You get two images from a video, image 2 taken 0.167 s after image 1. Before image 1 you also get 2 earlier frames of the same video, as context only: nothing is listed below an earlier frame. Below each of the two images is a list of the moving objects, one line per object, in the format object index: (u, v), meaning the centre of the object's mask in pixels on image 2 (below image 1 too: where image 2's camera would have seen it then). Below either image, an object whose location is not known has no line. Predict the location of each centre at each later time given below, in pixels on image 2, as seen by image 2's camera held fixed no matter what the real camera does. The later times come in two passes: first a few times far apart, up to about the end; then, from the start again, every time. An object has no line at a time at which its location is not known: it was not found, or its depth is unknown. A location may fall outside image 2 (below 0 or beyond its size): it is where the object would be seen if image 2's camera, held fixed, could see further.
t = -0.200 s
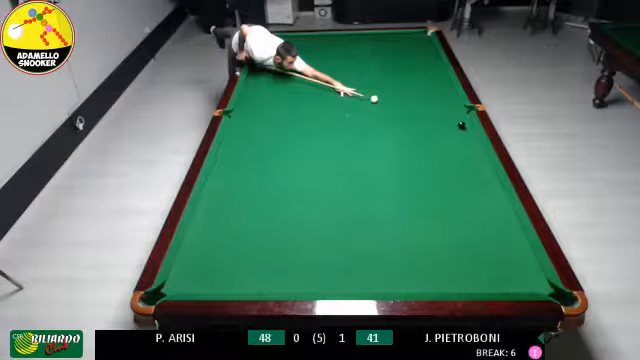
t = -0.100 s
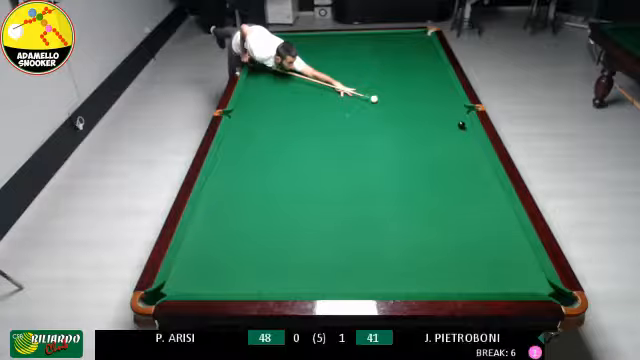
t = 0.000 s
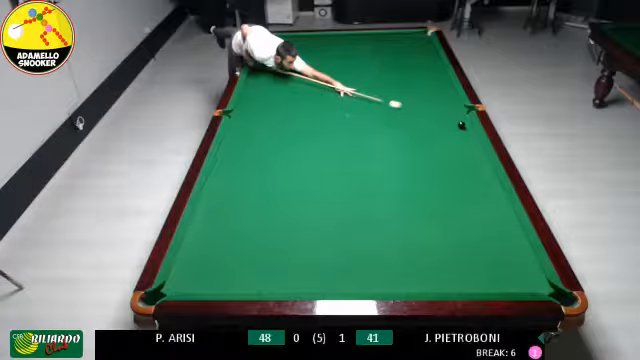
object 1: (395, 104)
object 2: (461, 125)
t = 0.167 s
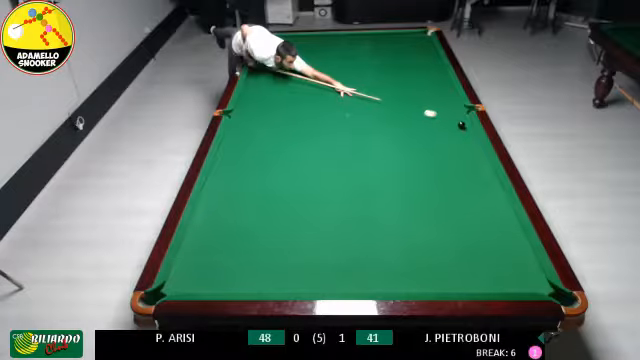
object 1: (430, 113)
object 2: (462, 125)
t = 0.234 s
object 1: (443, 117)
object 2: (461, 125)
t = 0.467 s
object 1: (461, 120)
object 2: (472, 136)
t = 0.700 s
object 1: (445, 120)
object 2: (467, 147)
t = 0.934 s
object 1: (429, 121)
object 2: (462, 158)
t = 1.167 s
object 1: (415, 122)
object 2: (457, 170)
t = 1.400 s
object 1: (400, 122)
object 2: (452, 182)
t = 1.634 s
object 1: (388, 122)
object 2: (446, 194)
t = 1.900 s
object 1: (373, 124)
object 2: (439, 208)
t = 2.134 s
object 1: (362, 124)
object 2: (434, 221)
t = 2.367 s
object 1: (351, 124)
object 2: (428, 233)
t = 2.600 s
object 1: (341, 125)
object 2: (422, 245)
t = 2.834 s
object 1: (332, 125)
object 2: (416, 259)
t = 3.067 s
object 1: (323, 126)
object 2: (410, 270)
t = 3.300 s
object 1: (315, 126)
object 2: (404, 281)
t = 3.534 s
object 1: (308, 126)
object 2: (398, 287)
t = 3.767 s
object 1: (302, 127)
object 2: (392, 283)
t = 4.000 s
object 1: (297, 127)
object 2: (387, 277)
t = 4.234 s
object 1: (292, 127)
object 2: (383, 272)
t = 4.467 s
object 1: (288, 127)
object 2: (379, 268)
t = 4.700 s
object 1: (284, 128)
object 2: (376, 266)
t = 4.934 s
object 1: (282, 128)
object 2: (373, 263)
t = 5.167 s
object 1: (281, 128)
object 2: (371, 262)
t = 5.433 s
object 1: (279, 128)
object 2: (371, 261)
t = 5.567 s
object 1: (279, 129)
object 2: (371, 261)
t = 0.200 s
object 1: (436, 115)
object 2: (461, 125)
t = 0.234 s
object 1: (443, 117)
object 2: (461, 125)
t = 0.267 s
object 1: (450, 119)
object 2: (461, 125)
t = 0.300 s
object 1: (456, 121)
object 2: (462, 126)
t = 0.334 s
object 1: (460, 120)
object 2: (465, 129)
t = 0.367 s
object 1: (463, 120)
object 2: (470, 131)
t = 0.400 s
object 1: (466, 120)
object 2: (473, 133)
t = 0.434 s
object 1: (464, 120)
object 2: (473, 135)
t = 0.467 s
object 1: (461, 120)
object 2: (472, 136)
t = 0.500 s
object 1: (459, 120)
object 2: (471, 138)
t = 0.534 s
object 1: (457, 120)
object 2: (470, 140)
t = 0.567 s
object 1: (454, 120)
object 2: (470, 141)
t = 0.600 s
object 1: (452, 120)
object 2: (469, 143)
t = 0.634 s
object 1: (449, 120)
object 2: (468, 144)
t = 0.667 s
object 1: (447, 120)
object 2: (468, 146)
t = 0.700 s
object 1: (445, 120)
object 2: (467, 147)
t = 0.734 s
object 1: (442, 120)
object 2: (466, 149)
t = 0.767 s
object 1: (440, 120)
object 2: (466, 150)
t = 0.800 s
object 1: (438, 120)
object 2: (465, 152)
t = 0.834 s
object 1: (436, 120)
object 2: (464, 154)
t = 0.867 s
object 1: (434, 121)
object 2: (464, 155)
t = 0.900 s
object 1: (432, 121)
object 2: (463, 157)
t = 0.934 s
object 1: (429, 121)
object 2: (462, 158)
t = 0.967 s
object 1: (427, 121)
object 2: (462, 160)
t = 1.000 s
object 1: (425, 121)
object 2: (461, 161)
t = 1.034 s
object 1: (423, 121)
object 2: (460, 164)
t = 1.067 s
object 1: (421, 121)
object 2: (459, 165)
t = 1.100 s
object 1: (419, 122)
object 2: (459, 167)
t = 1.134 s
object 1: (417, 122)
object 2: (458, 169)
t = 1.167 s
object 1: (415, 122)
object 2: (457, 170)
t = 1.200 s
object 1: (413, 122)
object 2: (456, 172)
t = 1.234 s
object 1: (411, 122)
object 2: (456, 174)
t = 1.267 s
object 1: (409, 122)
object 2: (455, 175)
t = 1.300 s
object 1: (406, 122)
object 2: (454, 177)
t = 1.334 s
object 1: (405, 122)
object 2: (453, 179)
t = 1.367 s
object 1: (402, 122)
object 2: (453, 180)
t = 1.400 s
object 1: (400, 122)
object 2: (452, 182)
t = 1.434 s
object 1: (398, 122)
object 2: (451, 184)
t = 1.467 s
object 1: (397, 122)
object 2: (450, 185)
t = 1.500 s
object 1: (395, 122)
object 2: (449, 186)
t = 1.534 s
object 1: (393, 122)
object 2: (448, 188)
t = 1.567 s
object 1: (391, 123)
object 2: (448, 190)
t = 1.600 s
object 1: (389, 122)
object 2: (446, 191)
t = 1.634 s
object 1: (388, 122)
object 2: (446, 194)
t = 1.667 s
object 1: (385, 123)
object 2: (445, 196)
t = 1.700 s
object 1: (384, 123)
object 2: (444, 197)
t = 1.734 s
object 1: (382, 123)
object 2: (444, 199)
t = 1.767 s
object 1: (380, 123)
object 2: (443, 200)
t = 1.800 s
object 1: (378, 123)
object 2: (442, 202)
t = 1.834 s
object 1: (376, 123)
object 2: (441, 205)
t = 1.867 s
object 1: (375, 123)
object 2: (440, 206)
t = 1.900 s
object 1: (373, 124)
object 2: (439, 208)
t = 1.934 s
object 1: (371, 123)
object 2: (439, 210)
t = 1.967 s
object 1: (370, 123)
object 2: (438, 212)
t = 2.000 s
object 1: (368, 123)
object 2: (437, 213)
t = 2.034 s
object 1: (366, 124)
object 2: (436, 215)
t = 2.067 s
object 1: (365, 124)
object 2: (435, 217)
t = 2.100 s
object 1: (363, 123)
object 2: (434, 219)
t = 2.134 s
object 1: (362, 124)
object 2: (434, 221)
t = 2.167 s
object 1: (360, 124)
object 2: (433, 222)
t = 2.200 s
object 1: (359, 124)
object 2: (432, 224)
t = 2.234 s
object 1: (357, 124)
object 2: (431, 226)
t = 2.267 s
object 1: (356, 124)
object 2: (430, 228)
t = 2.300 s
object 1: (354, 124)
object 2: (429, 229)
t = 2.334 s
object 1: (353, 124)
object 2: (429, 231)
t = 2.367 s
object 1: (351, 124)
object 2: (428, 233)
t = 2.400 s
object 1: (349, 125)
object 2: (427, 235)
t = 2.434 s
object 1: (348, 124)
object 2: (426, 236)
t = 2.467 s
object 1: (346, 125)
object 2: (425, 238)
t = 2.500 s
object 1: (345, 125)
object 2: (425, 240)
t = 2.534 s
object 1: (344, 125)
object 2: (423, 242)
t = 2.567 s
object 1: (342, 125)
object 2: (423, 244)
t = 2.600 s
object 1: (341, 125)
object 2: (422, 245)
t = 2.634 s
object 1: (339, 125)
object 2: (421, 247)
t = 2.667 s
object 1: (338, 125)
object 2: (420, 249)
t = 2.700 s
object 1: (337, 125)
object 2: (420, 251)
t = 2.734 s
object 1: (336, 125)
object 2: (419, 253)
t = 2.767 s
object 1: (334, 125)
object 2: (418, 254)
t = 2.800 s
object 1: (333, 125)
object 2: (417, 257)
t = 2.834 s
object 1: (332, 125)
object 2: (416, 259)
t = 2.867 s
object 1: (330, 125)
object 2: (415, 260)
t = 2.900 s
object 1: (329, 125)
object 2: (414, 261)
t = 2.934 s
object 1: (328, 125)
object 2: (413, 263)
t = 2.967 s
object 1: (326, 125)
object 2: (413, 265)
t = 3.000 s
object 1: (325, 126)
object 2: (412, 267)
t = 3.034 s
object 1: (324, 126)
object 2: (411, 269)
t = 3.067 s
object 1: (323, 126)
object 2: (410, 270)
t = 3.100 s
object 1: (322, 126)
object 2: (409, 272)
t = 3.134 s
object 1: (321, 126)
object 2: (409, 274)
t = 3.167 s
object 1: (320, 126)
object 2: (408, 276)
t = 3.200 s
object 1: (319, 126)
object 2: (407, 277)
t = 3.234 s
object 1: (317, 126)
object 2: (406, 279)
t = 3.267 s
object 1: (316, 126)
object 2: (405, 281)
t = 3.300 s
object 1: (315, 126)
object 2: (404, 281)
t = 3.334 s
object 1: (314, 126)
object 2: (403, 284)
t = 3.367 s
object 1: (313, 126)
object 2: (402, 285)
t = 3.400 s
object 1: (312, 126)
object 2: (401, 286)
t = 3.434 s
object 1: (311, 126)
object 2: (400, 287)
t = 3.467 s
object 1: (310, 126)
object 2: (400, 288)
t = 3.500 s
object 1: (309, 127)
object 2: (399, 287)
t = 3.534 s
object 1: (308, 126)
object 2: (398, 287)
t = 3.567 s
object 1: (307, 126)
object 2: (397, 286)
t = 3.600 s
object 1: (306, 127)
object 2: (396, 286)
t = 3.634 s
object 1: (305, 126)
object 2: (396, 285)
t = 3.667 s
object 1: (305, 127)
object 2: (395, 285)
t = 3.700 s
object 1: (304, 127)
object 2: (394, 285)
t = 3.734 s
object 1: (303, 127)
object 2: (393, 284)
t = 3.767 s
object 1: (302, 127)
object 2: (392, 283)
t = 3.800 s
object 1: (301, 127)
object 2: (391, 282)
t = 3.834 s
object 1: (300, 127)
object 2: (391, 282)
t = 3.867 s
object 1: (300, 127)
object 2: (390, 280)
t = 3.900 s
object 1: (299, 127)
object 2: (389, 279)
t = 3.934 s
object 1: (298, 127)
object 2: (389, 278)
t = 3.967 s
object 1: (297, 127)
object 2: (388, 278)
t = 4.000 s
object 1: (297, 127)
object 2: (387, 277)
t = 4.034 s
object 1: (296, 127)
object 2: (387, 277)
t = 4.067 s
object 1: (295, 127)
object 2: (386, 275)
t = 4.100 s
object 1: (294, 127)
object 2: (386, 275)
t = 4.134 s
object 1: (294, 127)
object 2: (385, 274)
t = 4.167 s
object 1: (293, 127)
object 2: (384, 274)
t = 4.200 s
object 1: (292, 127)
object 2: (383, 273)
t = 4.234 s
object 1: (292, 127)
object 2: (383, 272)
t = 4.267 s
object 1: (291, 127)
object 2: (382, 271)
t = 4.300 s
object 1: (291, 127)
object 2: (382, 271)
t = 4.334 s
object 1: (290, 127)
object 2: (381, 270)
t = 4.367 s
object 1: (289, 127)
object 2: (380, 270)
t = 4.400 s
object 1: (289, 127)
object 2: (380, 269)
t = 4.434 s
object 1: (288, 127)
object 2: (379, 269)
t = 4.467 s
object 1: (288, 127)
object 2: (379, 268)
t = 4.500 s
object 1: (287, 128)
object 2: (378, 267)
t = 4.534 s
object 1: (286, 127)
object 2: (378, 267)
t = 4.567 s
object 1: (286, 128)
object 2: (377, 267)
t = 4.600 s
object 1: (285, 128)
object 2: (377, 267)
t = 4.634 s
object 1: (285, 128)
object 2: (377, 267)
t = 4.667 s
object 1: (285, 128)
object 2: (376, 266)
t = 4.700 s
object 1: (284, 128)
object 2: (376, 266)
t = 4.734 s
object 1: (284, 128)
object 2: (375, 265)
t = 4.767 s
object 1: (284, 128)
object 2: (375, 264)
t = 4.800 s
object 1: (283, 128)
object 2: (374, 264)
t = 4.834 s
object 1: (283, 128)
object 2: (374, 264)
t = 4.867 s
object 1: (283, 128)
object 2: (374, 264)
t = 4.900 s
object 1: (282, 128)
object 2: (374, 264)
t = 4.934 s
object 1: (282, 128)
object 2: (373, 263)
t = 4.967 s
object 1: (282, 129)
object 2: (373, 263)
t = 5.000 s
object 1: (281, 128)
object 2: (373, 263)
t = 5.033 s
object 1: (281, 128)
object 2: (372, 263)
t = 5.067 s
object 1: (281, 128)
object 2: (372, 263)
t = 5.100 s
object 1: (281, 128)
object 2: (371, 262)
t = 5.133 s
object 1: (281, 128)
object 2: (372, 262)
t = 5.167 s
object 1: (281, 128)
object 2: (371, 262)
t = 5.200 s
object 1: (280, 128)
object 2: (371, 262)
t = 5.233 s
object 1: (280, 128)
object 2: (371, 262)
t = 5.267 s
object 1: (280, 128)
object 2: (371, 261)
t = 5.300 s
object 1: (280, 128)
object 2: (371, 261)
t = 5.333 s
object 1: (280, 128)
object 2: (371, 261)
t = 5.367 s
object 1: (280, 128)
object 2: (371, 261)
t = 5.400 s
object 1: (280, 128)
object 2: (371, 261)
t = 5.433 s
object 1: (279, 128)
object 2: (371, 261)
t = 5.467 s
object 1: (279, 129)
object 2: (371, 261)
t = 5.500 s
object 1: (279, 129)
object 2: (371, 261)
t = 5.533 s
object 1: (279, 129)
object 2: (371, 261)
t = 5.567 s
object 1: (279, 129)
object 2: (371, 261)
